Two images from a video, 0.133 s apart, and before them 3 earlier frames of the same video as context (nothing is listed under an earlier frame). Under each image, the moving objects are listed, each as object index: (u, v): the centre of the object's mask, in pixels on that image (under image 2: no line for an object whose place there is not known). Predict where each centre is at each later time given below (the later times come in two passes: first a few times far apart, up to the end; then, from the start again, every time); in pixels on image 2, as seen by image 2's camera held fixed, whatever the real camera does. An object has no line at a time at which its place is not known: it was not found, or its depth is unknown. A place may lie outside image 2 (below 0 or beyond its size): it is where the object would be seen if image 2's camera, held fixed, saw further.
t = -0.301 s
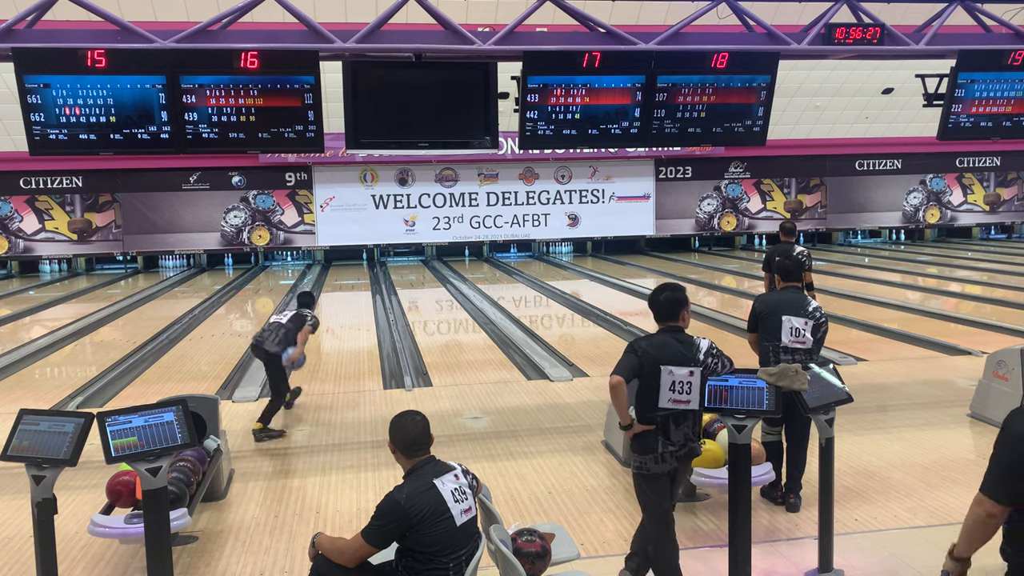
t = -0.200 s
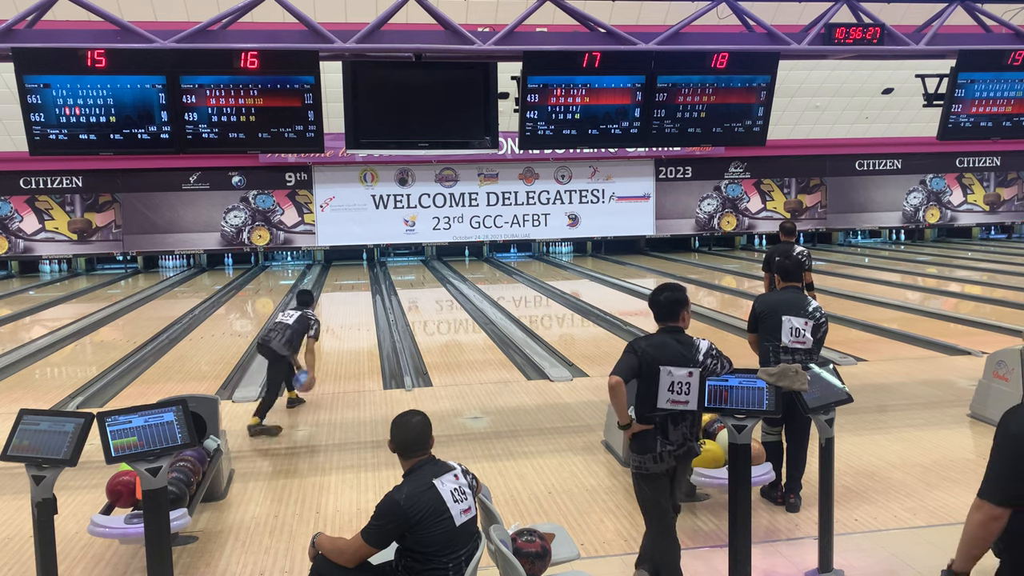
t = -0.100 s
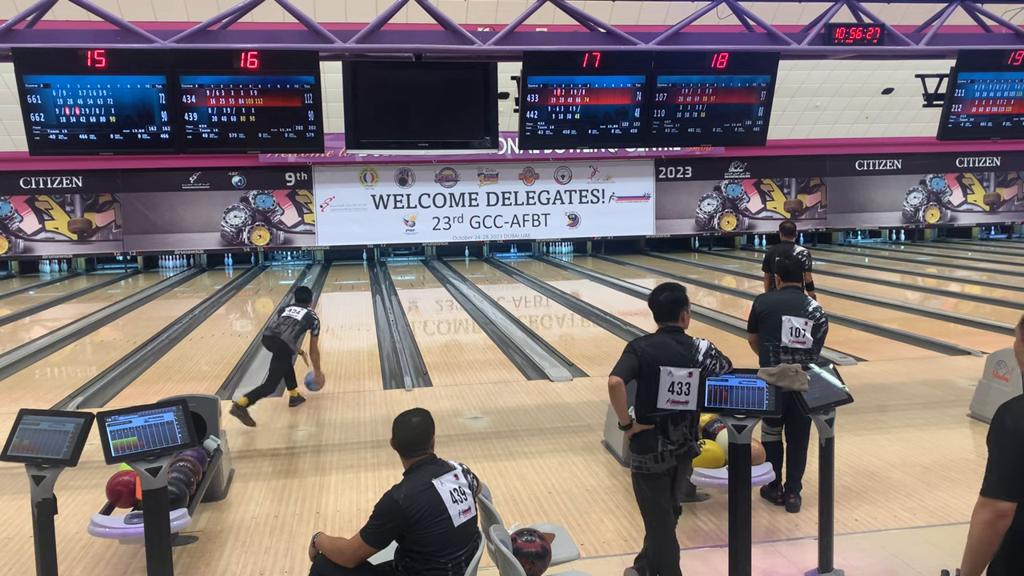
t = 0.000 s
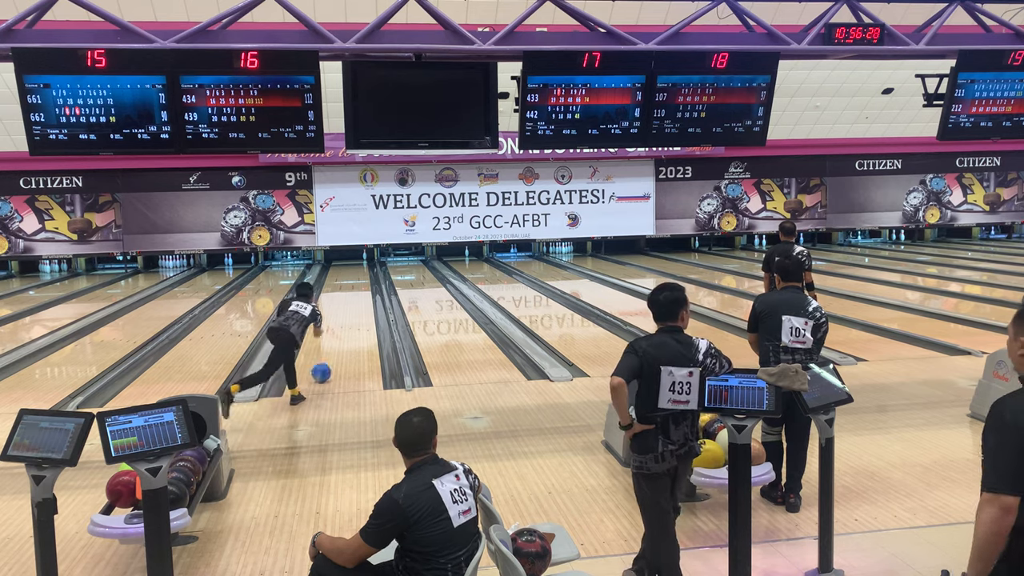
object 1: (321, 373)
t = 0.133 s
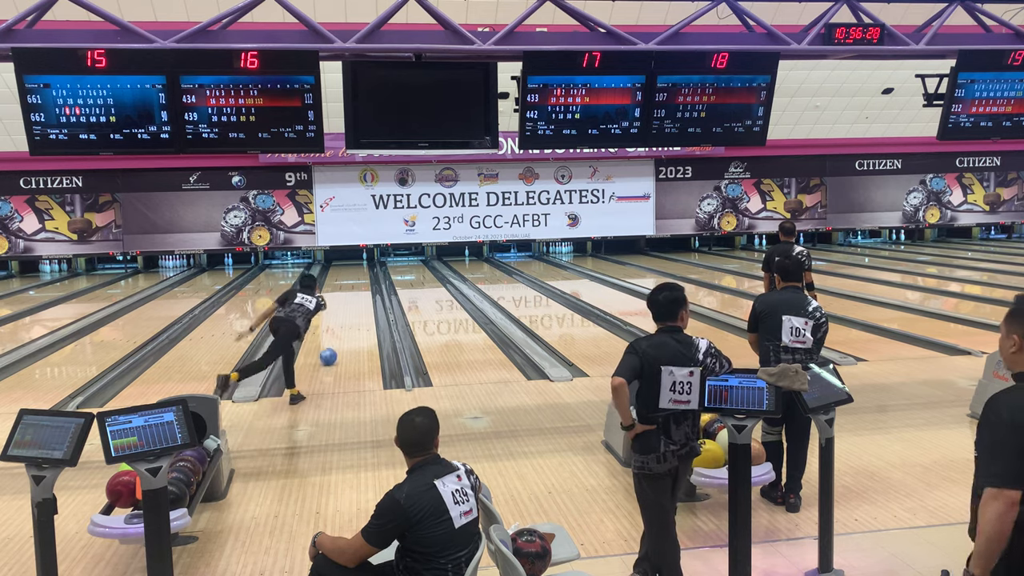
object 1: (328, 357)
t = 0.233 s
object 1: (332, 346)
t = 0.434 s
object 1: (339, 329)
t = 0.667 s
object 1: (346, 313)
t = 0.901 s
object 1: (351, 301)
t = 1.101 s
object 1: (355, 292)
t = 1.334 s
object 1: (357, 284)
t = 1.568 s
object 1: (360, 277)
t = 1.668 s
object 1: (361, 273)
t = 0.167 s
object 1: (329, 353)
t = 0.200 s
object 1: (331, 349)
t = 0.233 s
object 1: (332, 346)
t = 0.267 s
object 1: (334, 343)
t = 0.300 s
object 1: (335, 340)
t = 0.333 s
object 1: (336, 337)
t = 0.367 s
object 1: (337, 334)
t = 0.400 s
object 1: (338, 331)
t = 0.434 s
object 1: (339, 329)
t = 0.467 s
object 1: (340, 326)
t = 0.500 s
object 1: (341, 324)
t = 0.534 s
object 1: (343, 322)
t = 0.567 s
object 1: (343, 319)
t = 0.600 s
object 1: (344, 317)
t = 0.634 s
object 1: (345, 315)
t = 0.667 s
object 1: (346, 313)
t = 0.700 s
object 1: (347, 311)
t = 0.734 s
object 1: (348, 309)
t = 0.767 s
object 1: (348, 307)
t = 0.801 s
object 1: (349, 306)
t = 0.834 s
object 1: (350, 304)
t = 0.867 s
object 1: (350, 302)
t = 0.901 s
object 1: (351, 301)
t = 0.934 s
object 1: (351, 299)
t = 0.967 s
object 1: (352, 298)
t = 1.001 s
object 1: (353, 296)
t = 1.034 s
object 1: (353, 295)
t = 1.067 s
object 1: (354, 293)
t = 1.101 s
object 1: (355, 292)
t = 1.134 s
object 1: (355, 291)
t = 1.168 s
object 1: (355, 289)
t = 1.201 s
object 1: (356, 288)
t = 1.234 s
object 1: (356, 287)
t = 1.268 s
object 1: (357, 286)
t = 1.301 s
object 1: (357, 285)
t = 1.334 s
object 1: (357, 284)
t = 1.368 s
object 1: (358, 283)
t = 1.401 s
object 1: (359, 282)
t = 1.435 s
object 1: (359, 281)
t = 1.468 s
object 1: (359, 280)
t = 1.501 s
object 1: (360, 278)
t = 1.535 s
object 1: (360, 277)
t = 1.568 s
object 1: (360, 277)
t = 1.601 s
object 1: (361, 276)
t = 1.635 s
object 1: (361, 275)
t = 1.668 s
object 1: (361, 273)
